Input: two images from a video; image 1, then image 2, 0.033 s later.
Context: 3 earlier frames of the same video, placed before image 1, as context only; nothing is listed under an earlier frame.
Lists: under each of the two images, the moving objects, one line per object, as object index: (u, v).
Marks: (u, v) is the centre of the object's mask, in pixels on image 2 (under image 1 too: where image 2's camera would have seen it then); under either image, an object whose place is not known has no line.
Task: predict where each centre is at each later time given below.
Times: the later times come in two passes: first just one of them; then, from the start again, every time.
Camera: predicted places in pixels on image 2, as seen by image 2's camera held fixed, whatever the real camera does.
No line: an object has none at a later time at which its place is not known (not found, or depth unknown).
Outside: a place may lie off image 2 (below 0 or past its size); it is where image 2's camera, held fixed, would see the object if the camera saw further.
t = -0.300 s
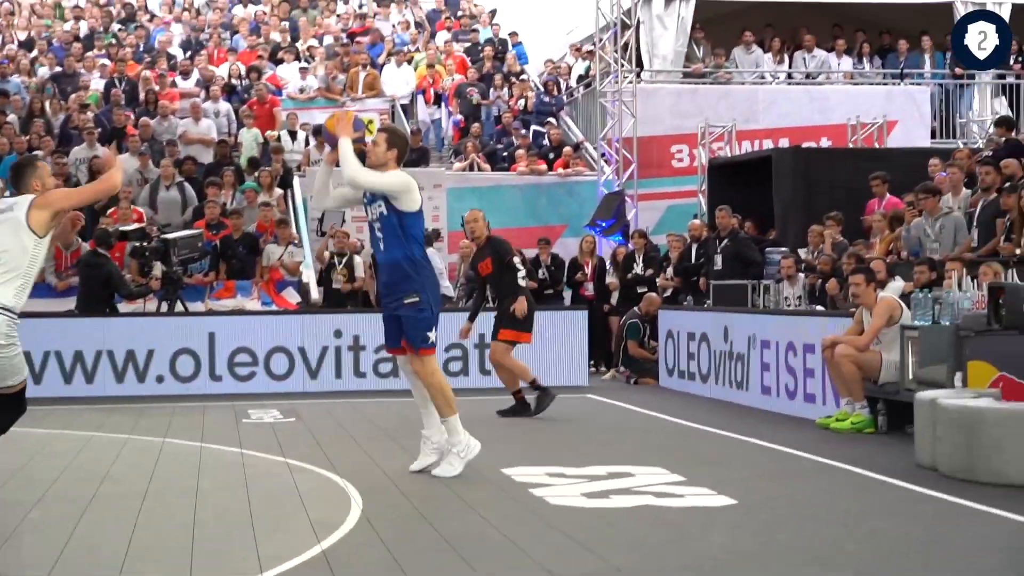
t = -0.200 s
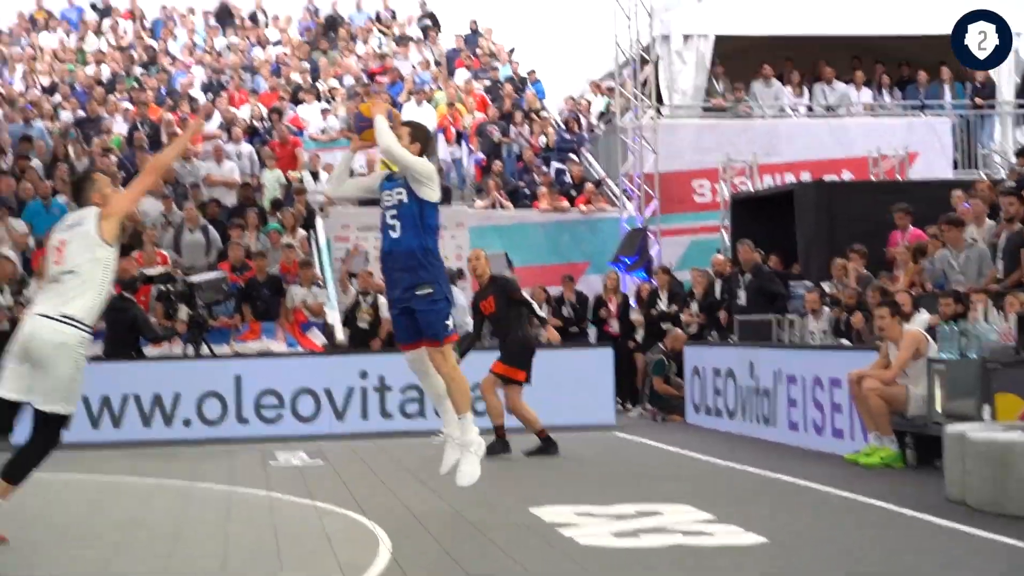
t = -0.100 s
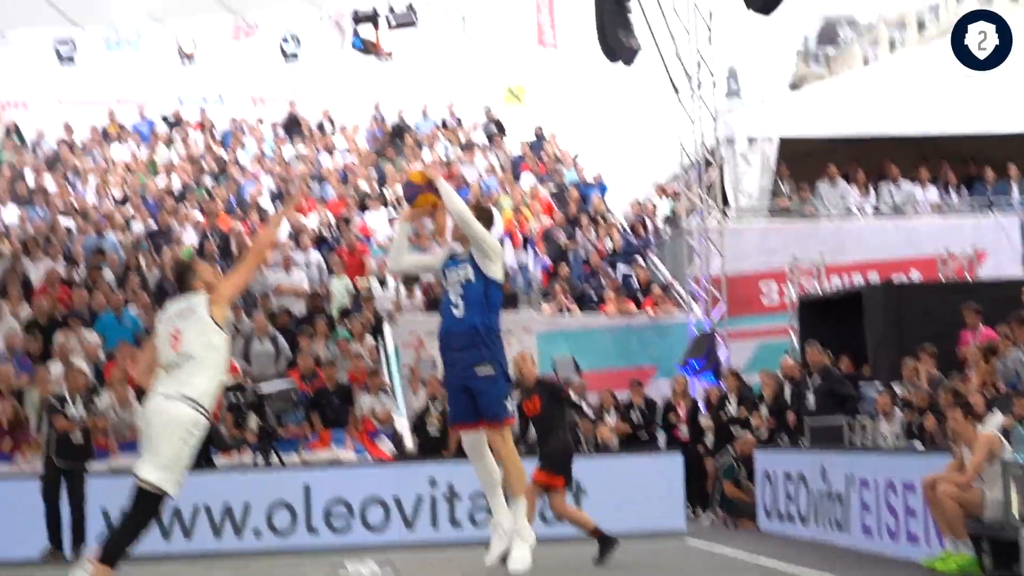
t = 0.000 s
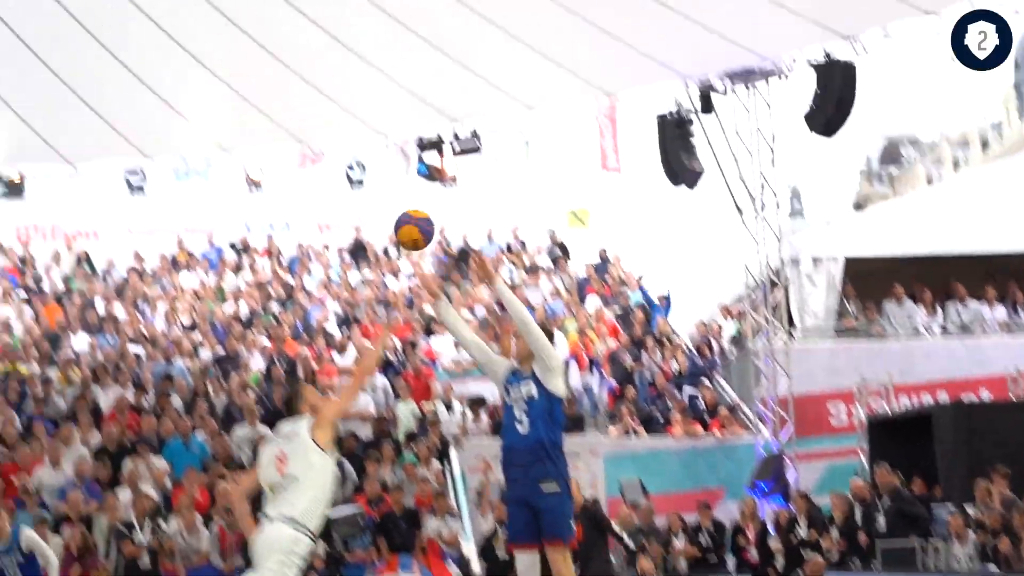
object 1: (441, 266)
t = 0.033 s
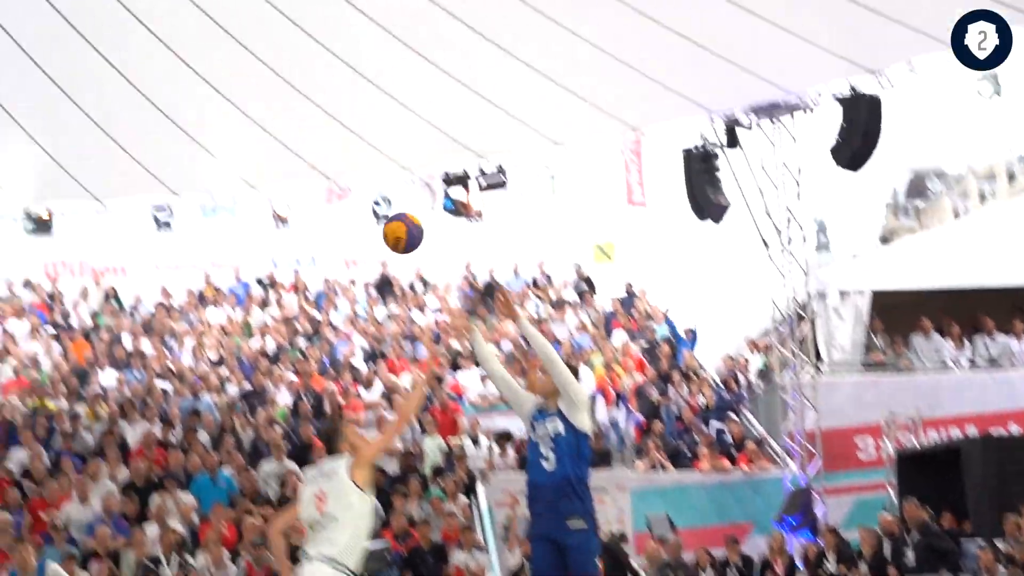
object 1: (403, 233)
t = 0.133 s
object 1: (287, 146)
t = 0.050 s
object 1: (384, 218)
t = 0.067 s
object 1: (365, 203)
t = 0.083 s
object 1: (345, 188)
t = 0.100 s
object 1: (326, 174)
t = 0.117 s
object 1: (307, 160)
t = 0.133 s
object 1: (287, 146)
